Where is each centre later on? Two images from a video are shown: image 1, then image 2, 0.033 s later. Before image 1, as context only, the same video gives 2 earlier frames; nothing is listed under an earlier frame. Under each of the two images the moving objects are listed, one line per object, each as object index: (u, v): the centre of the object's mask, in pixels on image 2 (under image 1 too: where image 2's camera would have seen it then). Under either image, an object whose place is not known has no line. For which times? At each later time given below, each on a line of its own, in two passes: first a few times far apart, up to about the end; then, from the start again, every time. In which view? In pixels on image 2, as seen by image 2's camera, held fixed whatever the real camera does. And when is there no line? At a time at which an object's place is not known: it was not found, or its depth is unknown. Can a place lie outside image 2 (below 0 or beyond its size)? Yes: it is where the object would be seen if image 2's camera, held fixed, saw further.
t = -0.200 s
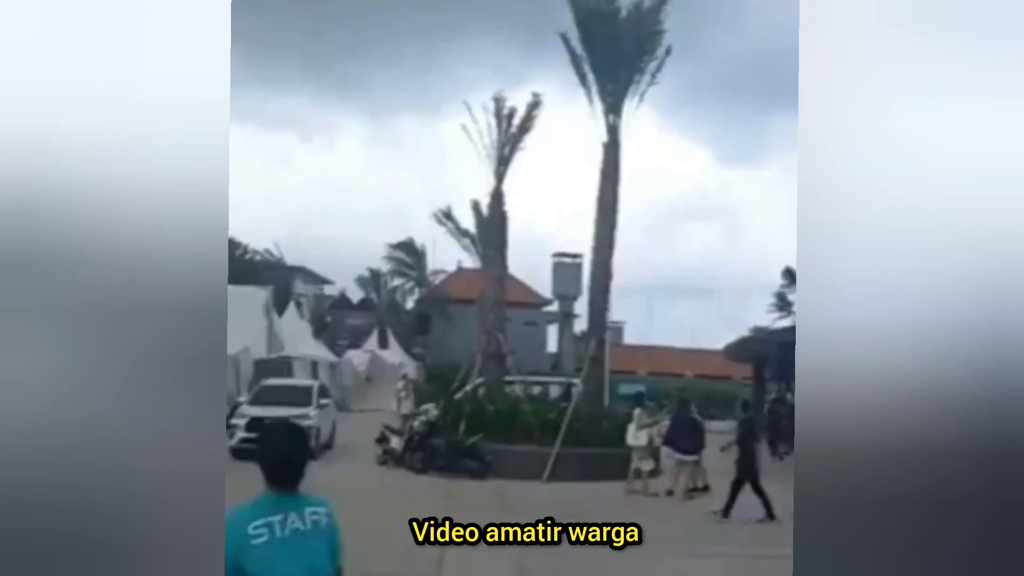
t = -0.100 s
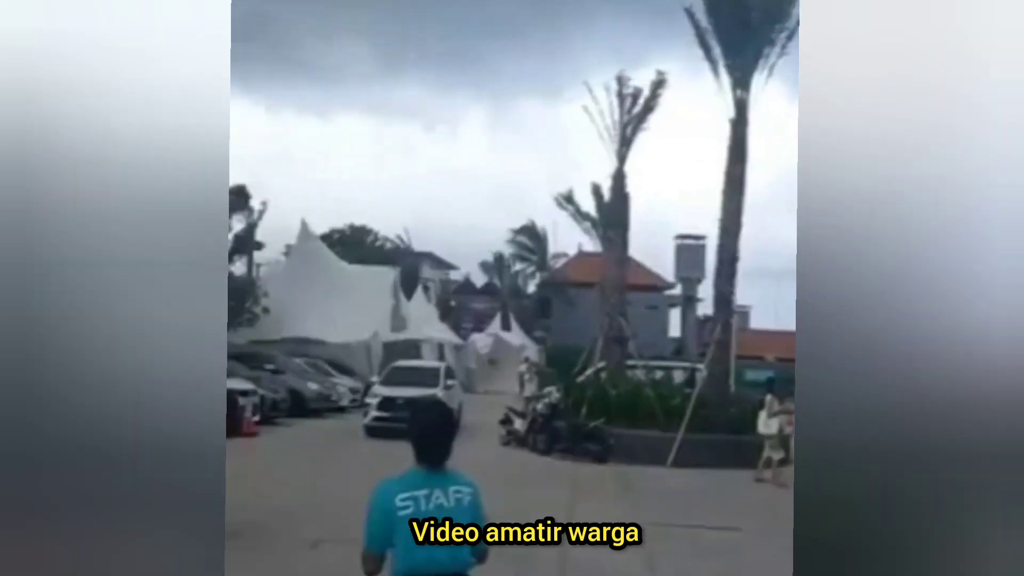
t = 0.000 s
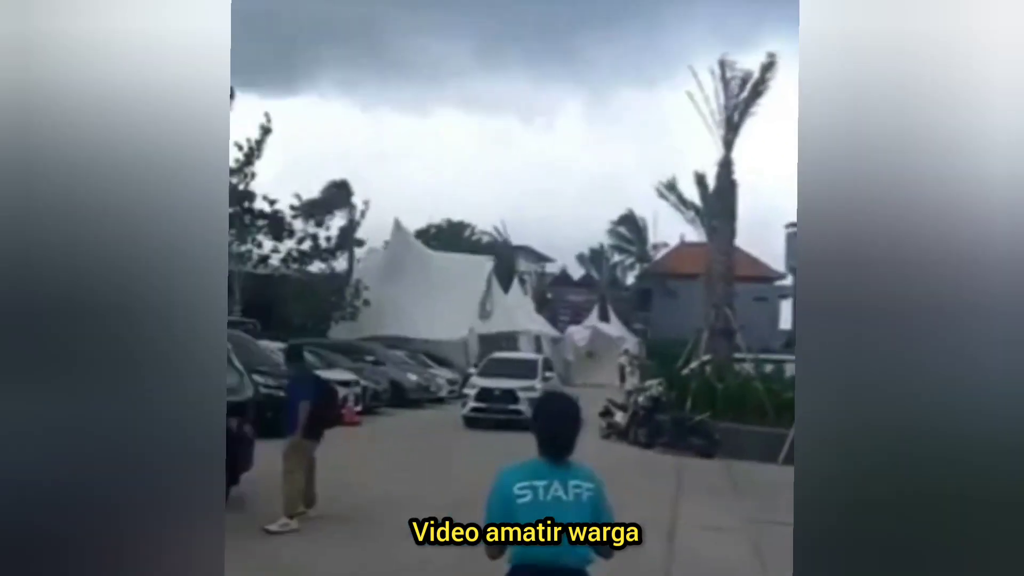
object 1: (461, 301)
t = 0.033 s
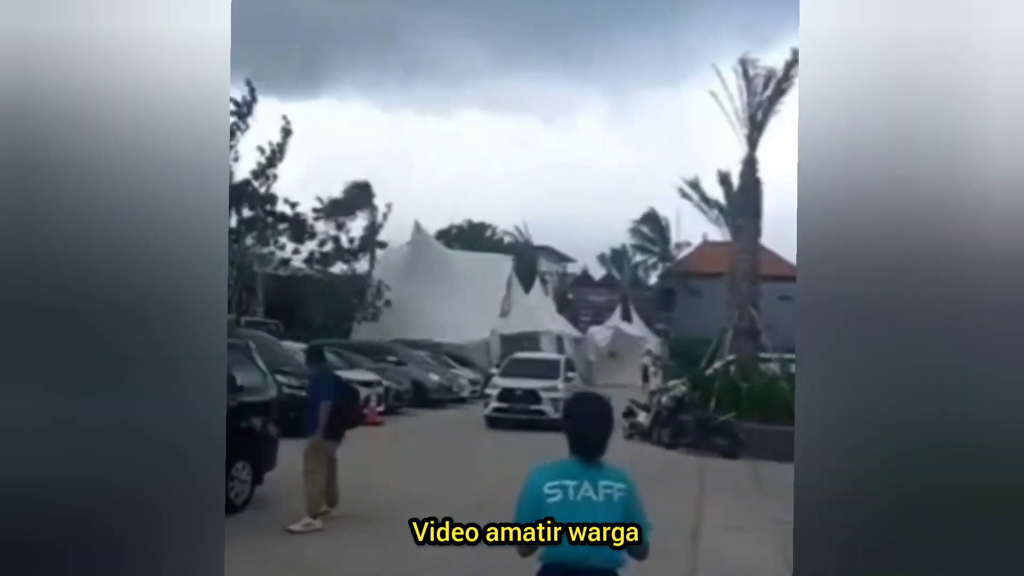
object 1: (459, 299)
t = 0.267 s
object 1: (452, 299)
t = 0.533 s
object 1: (445, 290)
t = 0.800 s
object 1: (441, 289)
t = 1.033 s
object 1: (433, 293)
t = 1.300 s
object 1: (429, 292)
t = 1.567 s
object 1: (435, 296)
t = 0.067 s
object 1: (458, 300)
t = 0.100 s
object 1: (457, 301)
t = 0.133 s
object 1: (455, 300)
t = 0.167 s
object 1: (455, 300)
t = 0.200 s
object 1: (454, 301)
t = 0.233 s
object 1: (454, 300)
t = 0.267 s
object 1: (452, 299)
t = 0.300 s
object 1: (451, 298)
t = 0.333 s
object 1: (450, 297)
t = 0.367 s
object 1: (449, 295)
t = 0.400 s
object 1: (448, 295)
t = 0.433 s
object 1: (447, 293)
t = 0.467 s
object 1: (446, 292)
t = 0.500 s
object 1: (445, 291)
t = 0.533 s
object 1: (445, 290)
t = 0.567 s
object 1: (446, 290)
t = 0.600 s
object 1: (439, 290)
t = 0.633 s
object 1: (438, 291)
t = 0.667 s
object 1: (438, 291)
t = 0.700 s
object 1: (445, 290)
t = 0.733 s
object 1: (443, 290)
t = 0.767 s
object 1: (442, 290)
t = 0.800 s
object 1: (441, 289)
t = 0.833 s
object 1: (439, 289)
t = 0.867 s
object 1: (438, 289)
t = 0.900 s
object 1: (438, 290)
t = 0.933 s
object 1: (437, 291)
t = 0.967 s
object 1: (437, 292)
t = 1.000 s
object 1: (435, 292)
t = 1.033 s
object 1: (433, 293)
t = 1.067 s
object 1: (432, 293)
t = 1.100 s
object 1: (431, 294)
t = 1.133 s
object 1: (431, 294)
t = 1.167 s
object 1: (430, 294)
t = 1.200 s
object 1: (430, 293)
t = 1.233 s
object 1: (429, 293)
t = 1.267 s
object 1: (430, 293)
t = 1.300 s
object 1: (429, 292)
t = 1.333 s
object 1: (430, 292)
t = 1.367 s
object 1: (430, 293)
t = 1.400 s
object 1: (429, 292)
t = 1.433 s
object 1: (434, 294)
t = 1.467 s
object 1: (430, 292)
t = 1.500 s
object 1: (434, 295)
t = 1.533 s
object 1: (434, 295)
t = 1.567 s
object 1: (435, 296)
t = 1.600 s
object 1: (434, 296)
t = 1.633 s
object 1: (435, 297)
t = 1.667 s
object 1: (434, 297)
